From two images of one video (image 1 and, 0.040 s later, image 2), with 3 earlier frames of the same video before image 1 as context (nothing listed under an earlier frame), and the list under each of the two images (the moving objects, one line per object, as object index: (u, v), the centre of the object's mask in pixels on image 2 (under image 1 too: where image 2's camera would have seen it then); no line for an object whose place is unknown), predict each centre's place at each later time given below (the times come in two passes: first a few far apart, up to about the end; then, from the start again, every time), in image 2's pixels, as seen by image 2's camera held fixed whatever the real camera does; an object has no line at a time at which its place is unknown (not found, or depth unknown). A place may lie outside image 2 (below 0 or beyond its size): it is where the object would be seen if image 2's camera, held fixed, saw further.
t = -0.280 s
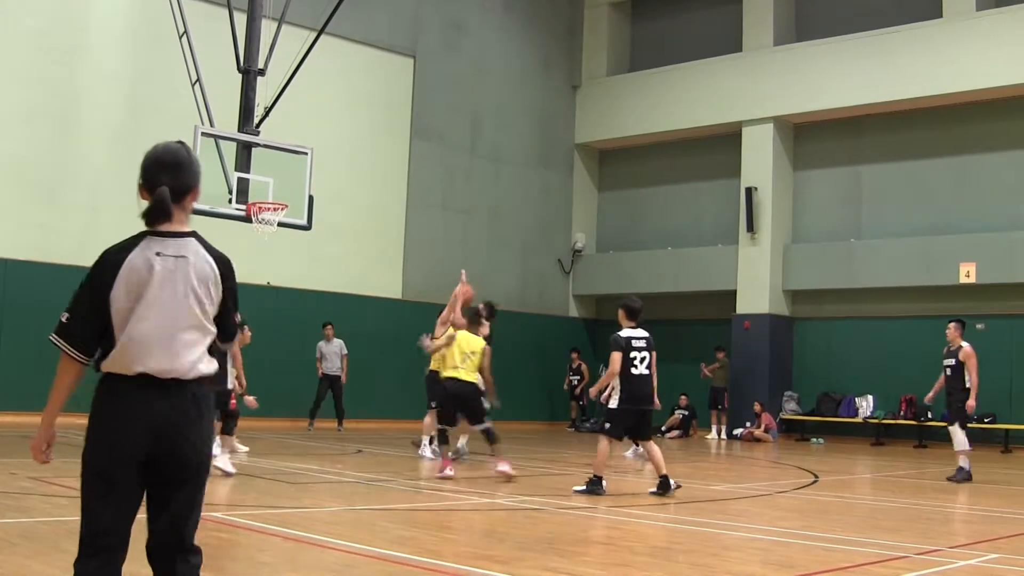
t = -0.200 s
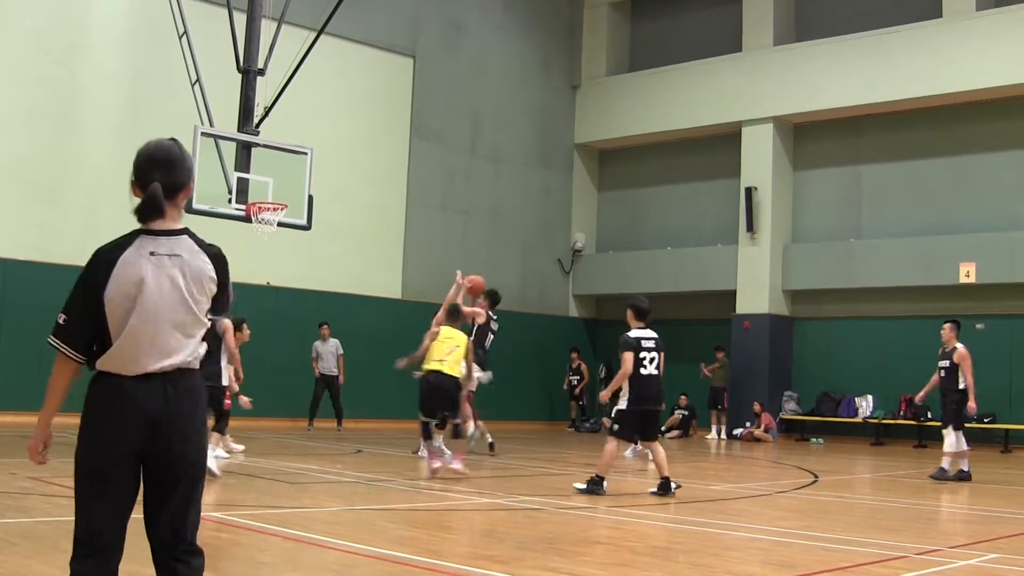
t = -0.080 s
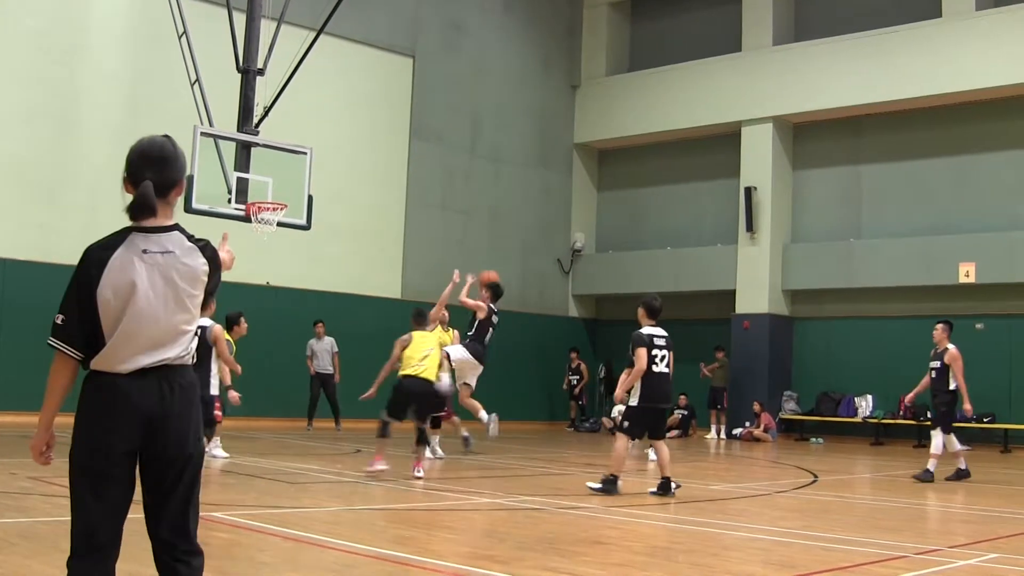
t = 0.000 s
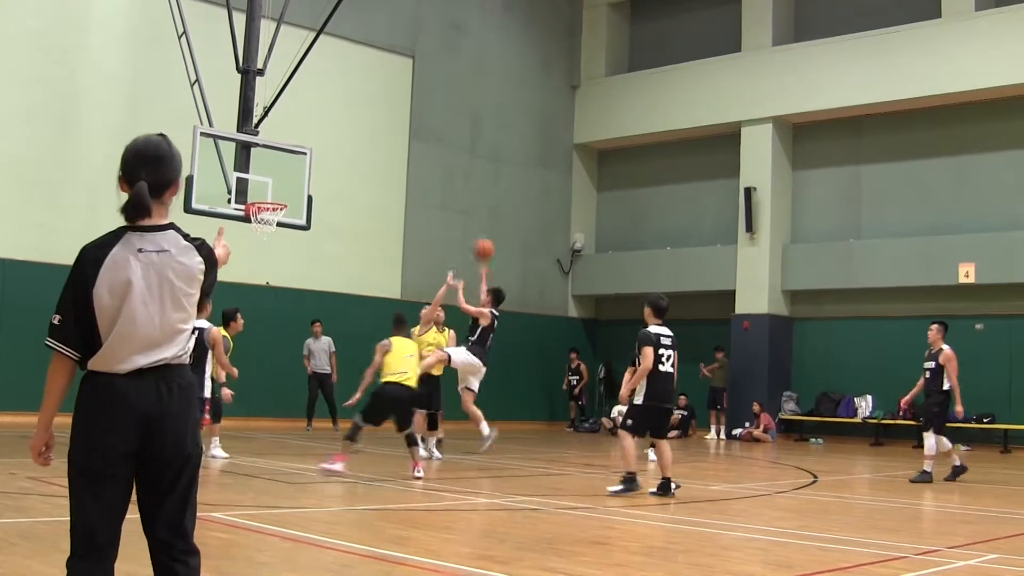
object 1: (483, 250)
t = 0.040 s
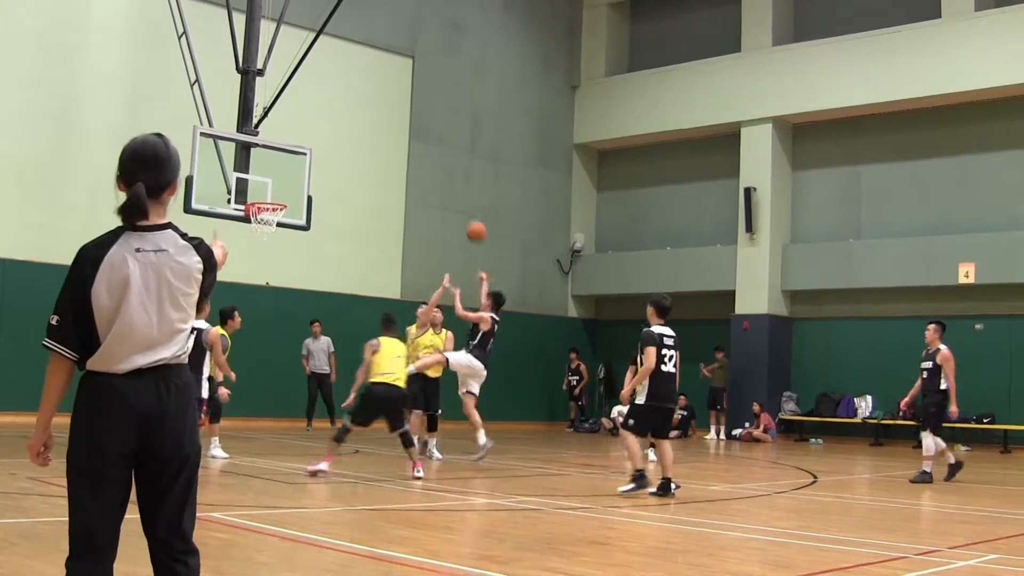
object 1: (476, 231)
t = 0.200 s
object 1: (449, 177)
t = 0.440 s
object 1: (409, 136)
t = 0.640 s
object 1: (375, 138)
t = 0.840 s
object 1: (341, 169)
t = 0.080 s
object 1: (469, 216)
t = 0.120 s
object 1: (462, 201)
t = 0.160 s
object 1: (456, 188)
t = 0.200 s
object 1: (449, 177)
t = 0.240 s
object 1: (442, 166)
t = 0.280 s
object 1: (436, 158)
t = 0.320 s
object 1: (429, 151)
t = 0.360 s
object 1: (422, 144)
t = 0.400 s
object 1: (416, 140)
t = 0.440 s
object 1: (409, 136)
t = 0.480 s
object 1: (402, 134)
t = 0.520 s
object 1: (395, 133)
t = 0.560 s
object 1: (388, 133)
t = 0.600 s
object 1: (382, 135)
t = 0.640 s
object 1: (375, 138)
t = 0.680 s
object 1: (367, 142)
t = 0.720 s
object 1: (361, 146)
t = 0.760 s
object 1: (355, 152)
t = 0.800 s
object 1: (348, 160)
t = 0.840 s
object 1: (341, 169)
